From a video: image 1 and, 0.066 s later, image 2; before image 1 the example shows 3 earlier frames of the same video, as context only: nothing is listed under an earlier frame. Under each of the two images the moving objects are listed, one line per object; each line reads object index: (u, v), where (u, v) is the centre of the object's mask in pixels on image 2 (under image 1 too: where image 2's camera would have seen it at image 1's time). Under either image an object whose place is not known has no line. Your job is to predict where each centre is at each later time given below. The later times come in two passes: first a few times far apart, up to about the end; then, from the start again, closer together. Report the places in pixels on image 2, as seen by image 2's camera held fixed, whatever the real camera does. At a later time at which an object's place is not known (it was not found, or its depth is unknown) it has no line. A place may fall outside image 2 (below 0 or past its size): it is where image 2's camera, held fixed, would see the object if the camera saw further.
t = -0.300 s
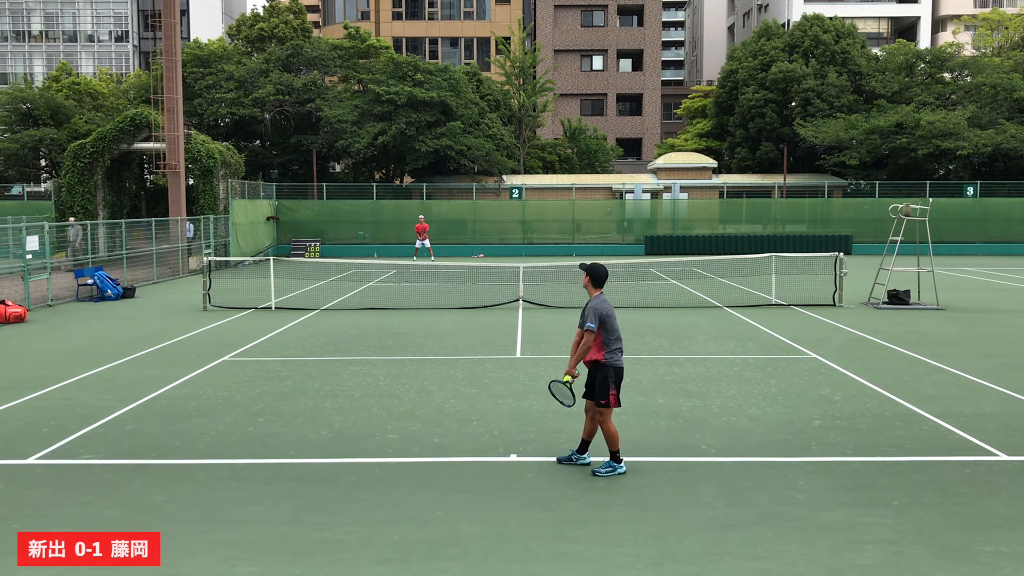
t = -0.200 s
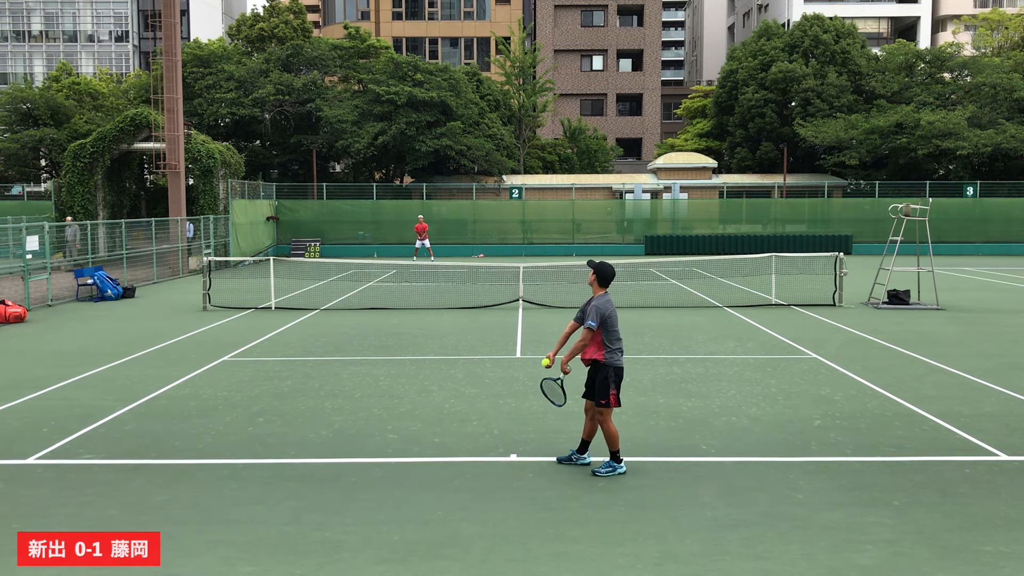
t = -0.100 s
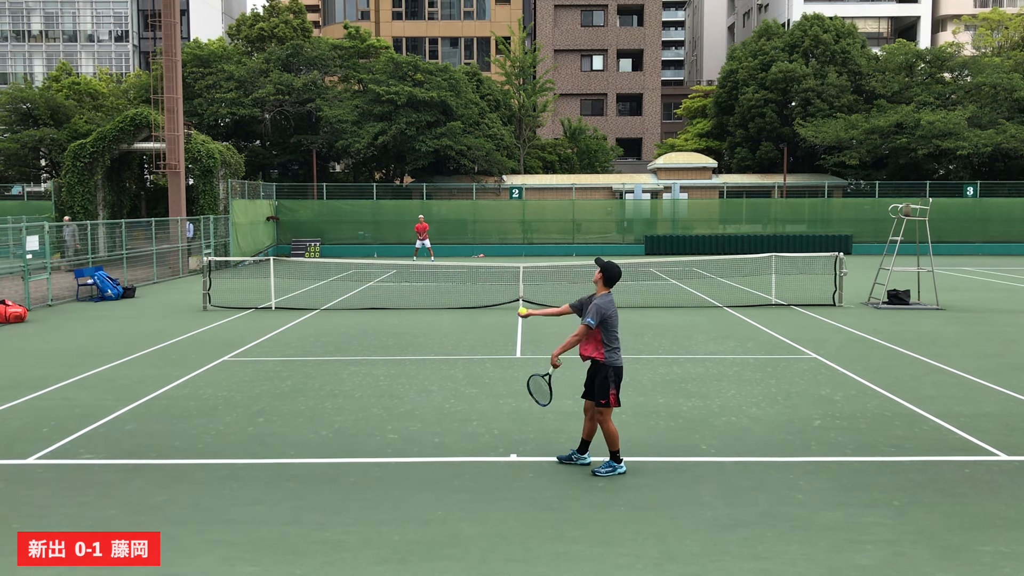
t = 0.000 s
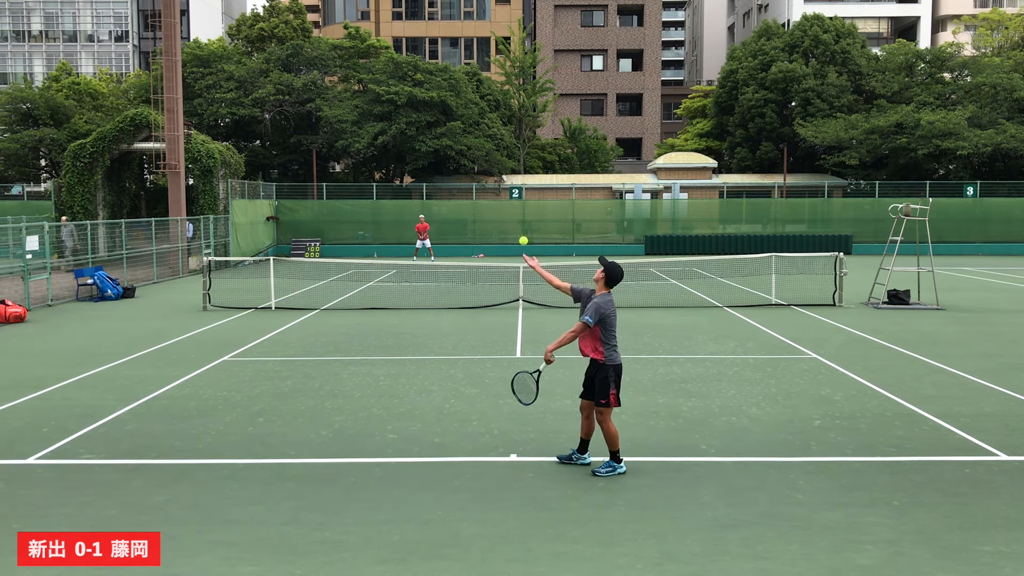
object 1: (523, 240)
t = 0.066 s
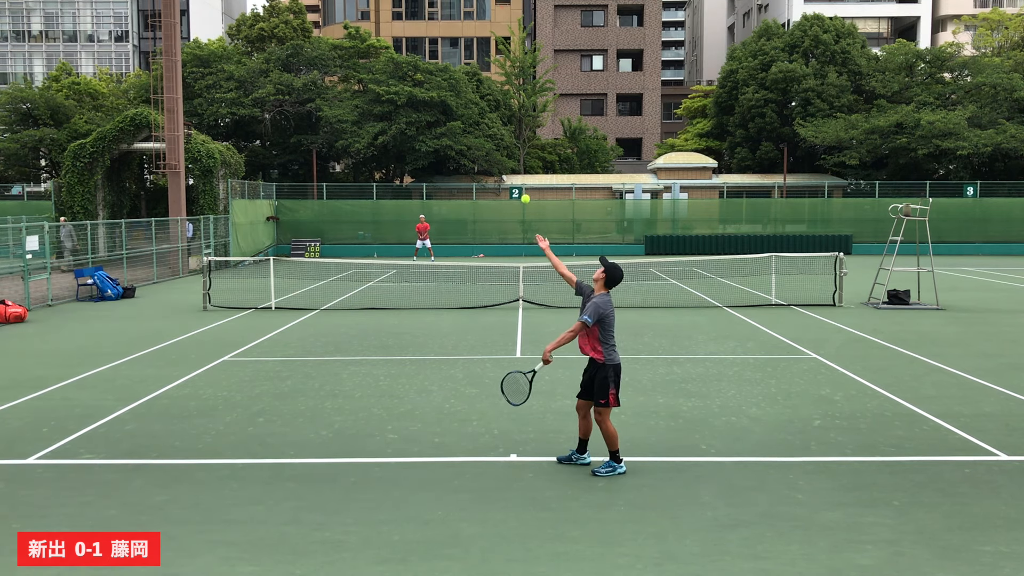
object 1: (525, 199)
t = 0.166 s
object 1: (528, 145)
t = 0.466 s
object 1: (537, 56)
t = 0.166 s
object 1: (528, 145)
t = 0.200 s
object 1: (530, 130)
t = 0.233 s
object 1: (530, 116)
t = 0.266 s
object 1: (531, 104)
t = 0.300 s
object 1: (532, 93)
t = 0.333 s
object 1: (533, 83)
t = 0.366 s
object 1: (534, 74)
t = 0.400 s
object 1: (535, 67)
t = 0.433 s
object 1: (536, 61)
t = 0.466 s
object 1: (537, 56)
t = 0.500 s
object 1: (538, 53)
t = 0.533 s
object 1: (538, 51)
